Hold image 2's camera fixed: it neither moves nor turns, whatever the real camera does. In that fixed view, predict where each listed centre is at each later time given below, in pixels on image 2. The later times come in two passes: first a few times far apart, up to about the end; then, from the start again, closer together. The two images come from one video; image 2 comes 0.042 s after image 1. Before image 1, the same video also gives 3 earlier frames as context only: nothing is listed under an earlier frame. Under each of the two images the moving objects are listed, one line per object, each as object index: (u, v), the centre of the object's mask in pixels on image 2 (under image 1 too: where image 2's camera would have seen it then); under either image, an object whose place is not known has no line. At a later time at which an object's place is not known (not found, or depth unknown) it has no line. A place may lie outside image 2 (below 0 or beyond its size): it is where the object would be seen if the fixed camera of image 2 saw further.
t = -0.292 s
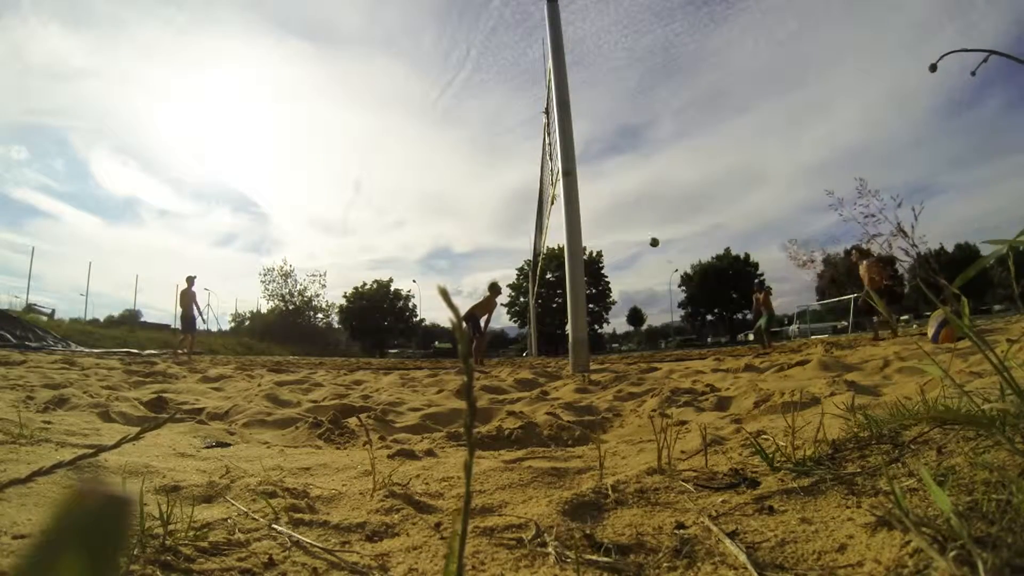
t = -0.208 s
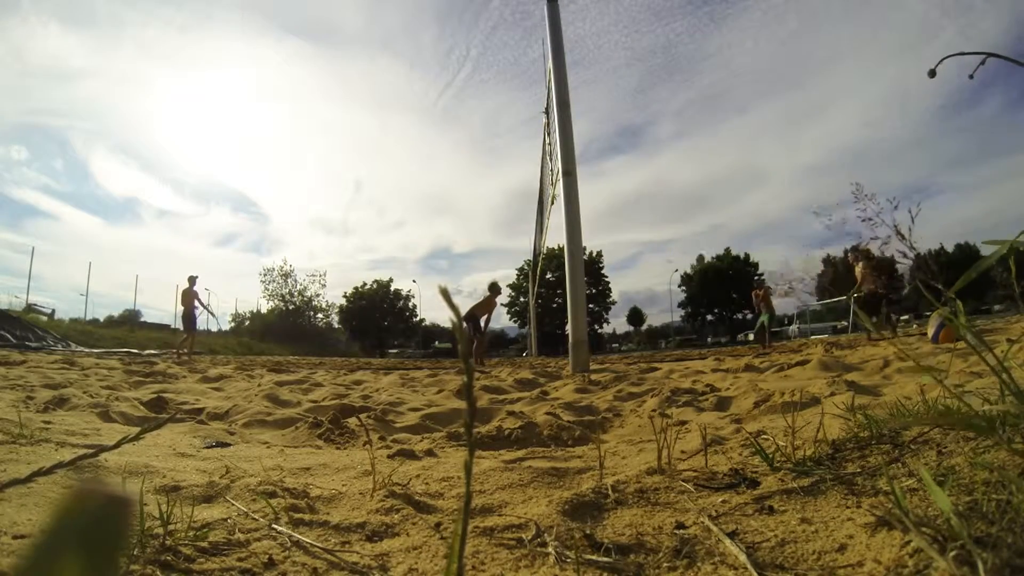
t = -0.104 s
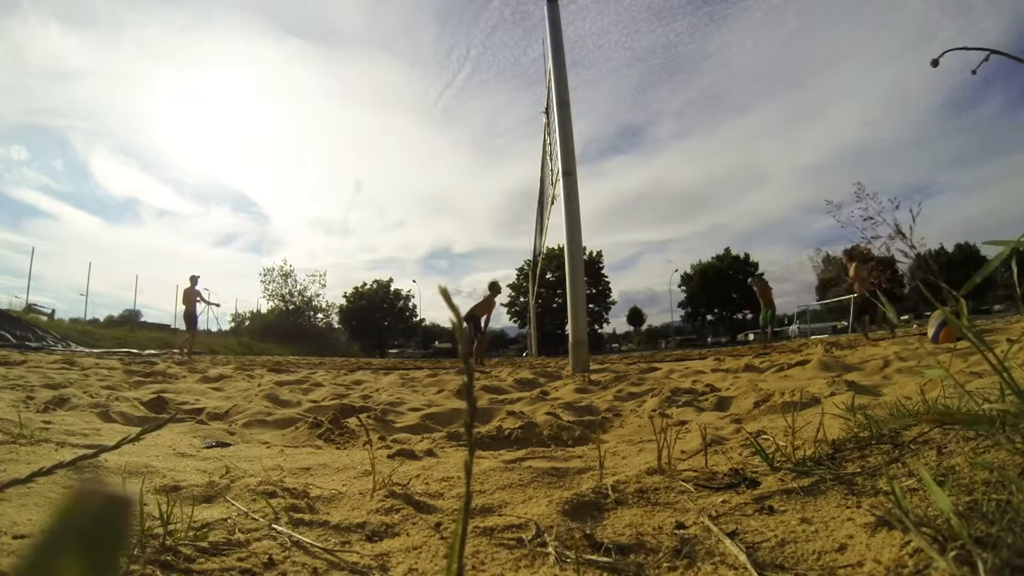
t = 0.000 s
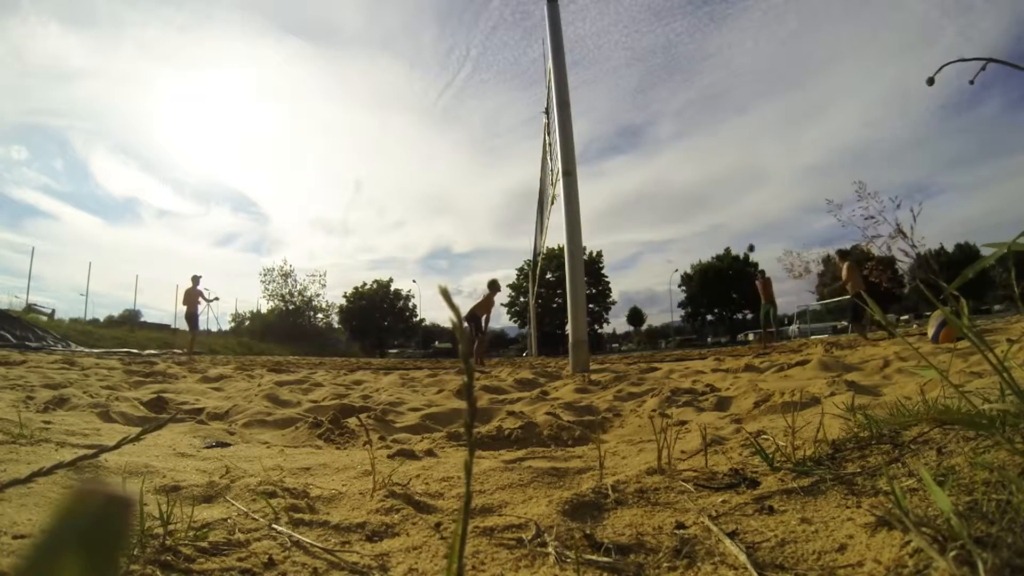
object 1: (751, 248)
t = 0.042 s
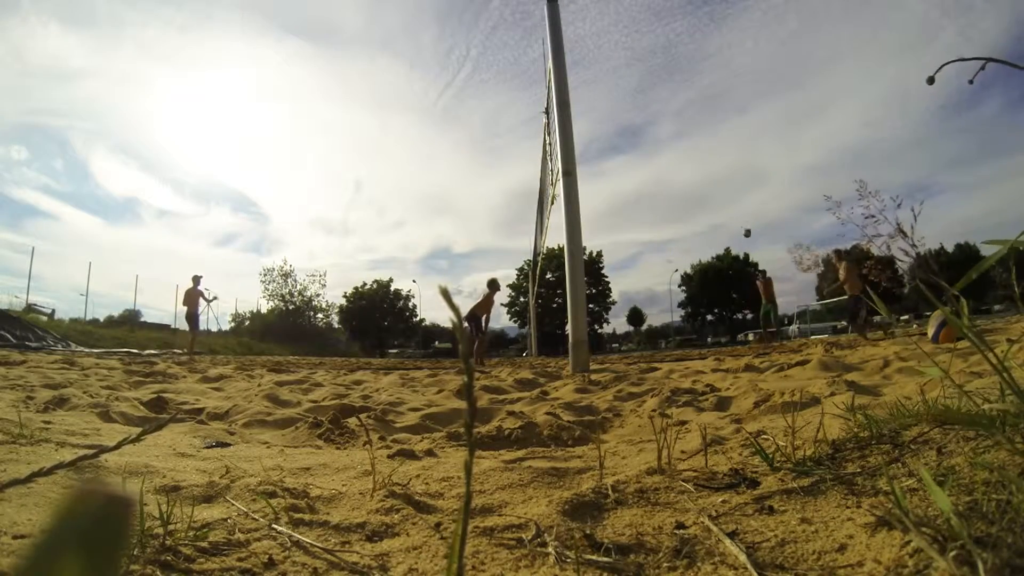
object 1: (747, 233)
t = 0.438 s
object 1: (721, 133)
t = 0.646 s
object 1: (713, 107)
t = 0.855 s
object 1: (709, 96)
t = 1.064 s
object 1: (708, 101)
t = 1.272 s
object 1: (711, 121)
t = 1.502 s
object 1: (718, 166)
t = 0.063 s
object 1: (746, 226)
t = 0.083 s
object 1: (744, 219)
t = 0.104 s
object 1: (742, 212)
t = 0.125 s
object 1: (741, 205)
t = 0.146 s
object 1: (739, 199)
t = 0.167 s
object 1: (738, 193)
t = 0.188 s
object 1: (736, 187)
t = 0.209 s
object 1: (735, 182)
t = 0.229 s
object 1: (733, 176)
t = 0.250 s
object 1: (732, 171)
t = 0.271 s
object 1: (730, 166)
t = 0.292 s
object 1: (729, 161)
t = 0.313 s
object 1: (728, 156)
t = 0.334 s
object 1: (727, 152)
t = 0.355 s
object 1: (726, 148)
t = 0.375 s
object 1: (724, 144)
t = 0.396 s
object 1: (723, 140)
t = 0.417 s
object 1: (722, 136)
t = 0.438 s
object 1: (721, 133)
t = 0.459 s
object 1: (720, 130)
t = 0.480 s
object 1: (719, 127)
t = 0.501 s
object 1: (718, 124)
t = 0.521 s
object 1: (718, 121)
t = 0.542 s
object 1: (717, 118)
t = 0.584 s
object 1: (715, 113)
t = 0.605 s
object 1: (714, 111)
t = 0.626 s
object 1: (714, 109)
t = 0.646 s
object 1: (713, 107)
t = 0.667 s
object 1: (712, 106)
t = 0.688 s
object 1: (712, 104)
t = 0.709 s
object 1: (711, 102)
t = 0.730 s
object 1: (711, 101)
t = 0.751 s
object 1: (711, 100)
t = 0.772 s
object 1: (710, 99)
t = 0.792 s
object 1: (710, 98)
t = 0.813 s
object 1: (709, 97)
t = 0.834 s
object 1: (709, 97)
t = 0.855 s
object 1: (709, 96)
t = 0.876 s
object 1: (709, 96)
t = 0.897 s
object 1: (708, 96)
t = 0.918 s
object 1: (708, 96)
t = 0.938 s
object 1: (708, 96)
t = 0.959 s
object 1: (708, 97)
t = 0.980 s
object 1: (708, 97)
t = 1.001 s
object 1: (708, 98)
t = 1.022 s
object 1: (708, 99)
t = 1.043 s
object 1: (708, 100)
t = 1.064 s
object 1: (708, 101)
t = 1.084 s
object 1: (708, 102)
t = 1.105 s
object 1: (708, 103)
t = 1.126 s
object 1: (708, 105)
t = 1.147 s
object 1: (708, 107)
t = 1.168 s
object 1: (709, 109)
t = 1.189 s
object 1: (709, 111)
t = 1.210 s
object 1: (709, 113)
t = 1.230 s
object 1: (710, 116)
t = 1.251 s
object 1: (710, 118)
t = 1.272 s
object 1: (711, 121)
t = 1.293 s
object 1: (711, 124)
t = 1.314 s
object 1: (712, 127)
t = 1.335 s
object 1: (712, 131)
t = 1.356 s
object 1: (713, 134)
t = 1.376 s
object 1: (713, 139)
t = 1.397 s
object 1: (714, 142)
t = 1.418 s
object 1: (715, 147)
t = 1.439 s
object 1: (716, 151)
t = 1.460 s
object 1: (716, 156)
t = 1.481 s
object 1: (717, 161)
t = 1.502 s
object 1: (718, 166)
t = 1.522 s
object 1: (719, 172)
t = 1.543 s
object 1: (719, 178)
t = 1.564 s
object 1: (720, 183)
